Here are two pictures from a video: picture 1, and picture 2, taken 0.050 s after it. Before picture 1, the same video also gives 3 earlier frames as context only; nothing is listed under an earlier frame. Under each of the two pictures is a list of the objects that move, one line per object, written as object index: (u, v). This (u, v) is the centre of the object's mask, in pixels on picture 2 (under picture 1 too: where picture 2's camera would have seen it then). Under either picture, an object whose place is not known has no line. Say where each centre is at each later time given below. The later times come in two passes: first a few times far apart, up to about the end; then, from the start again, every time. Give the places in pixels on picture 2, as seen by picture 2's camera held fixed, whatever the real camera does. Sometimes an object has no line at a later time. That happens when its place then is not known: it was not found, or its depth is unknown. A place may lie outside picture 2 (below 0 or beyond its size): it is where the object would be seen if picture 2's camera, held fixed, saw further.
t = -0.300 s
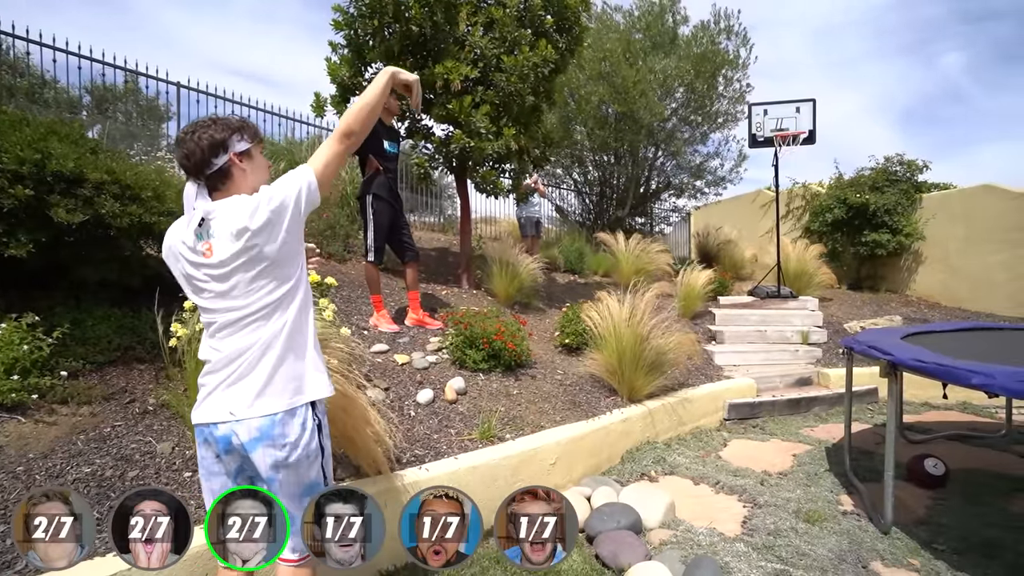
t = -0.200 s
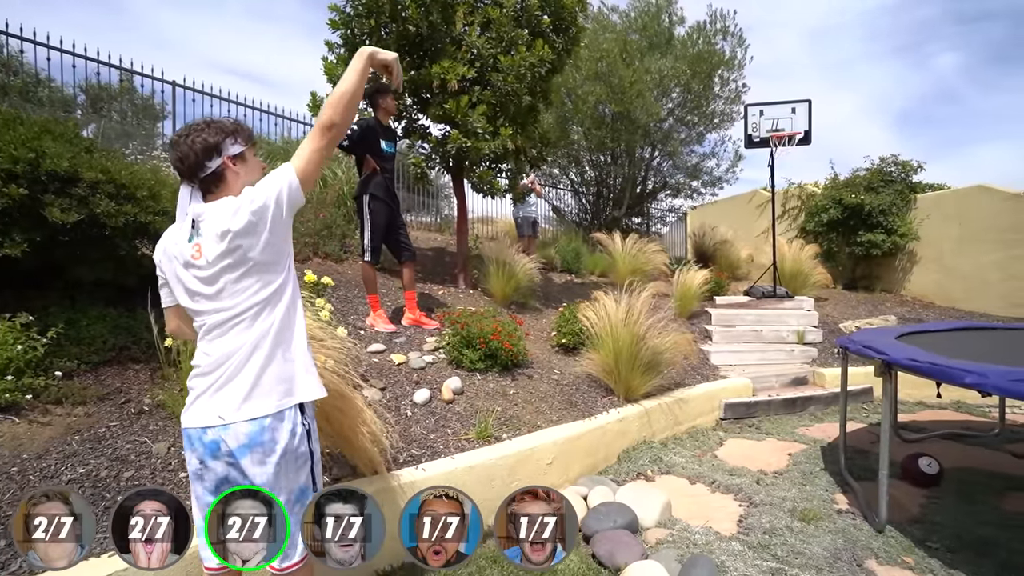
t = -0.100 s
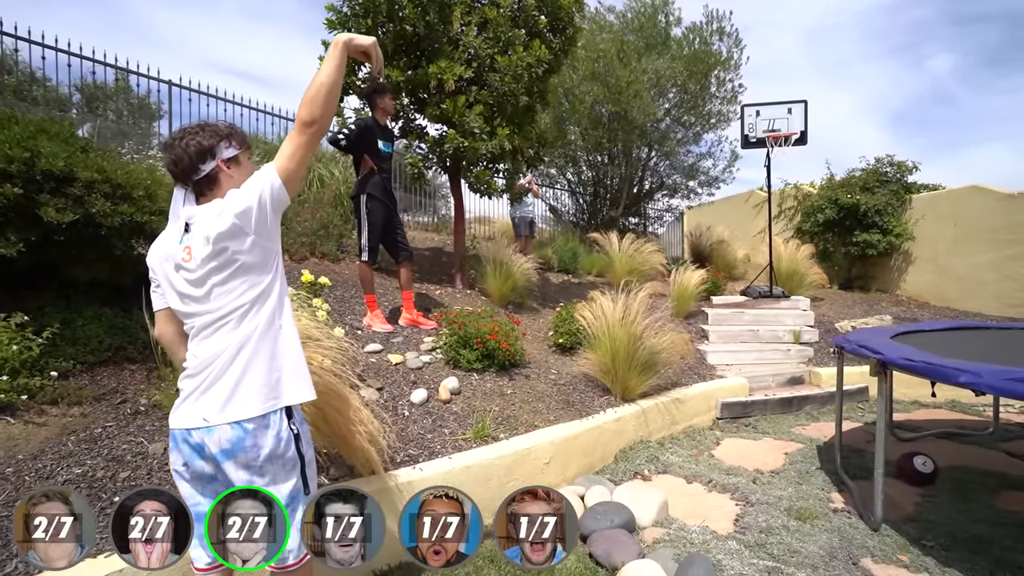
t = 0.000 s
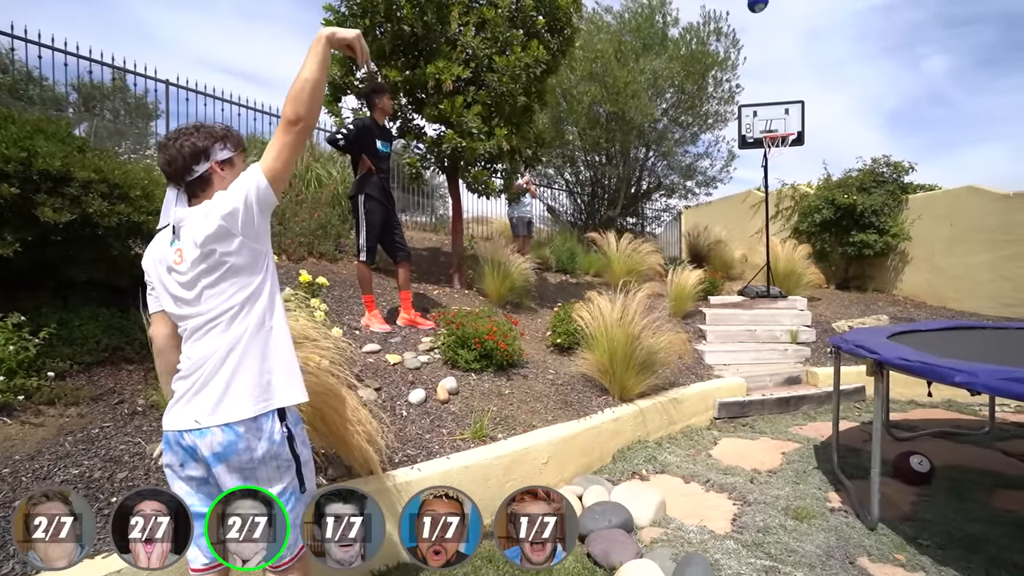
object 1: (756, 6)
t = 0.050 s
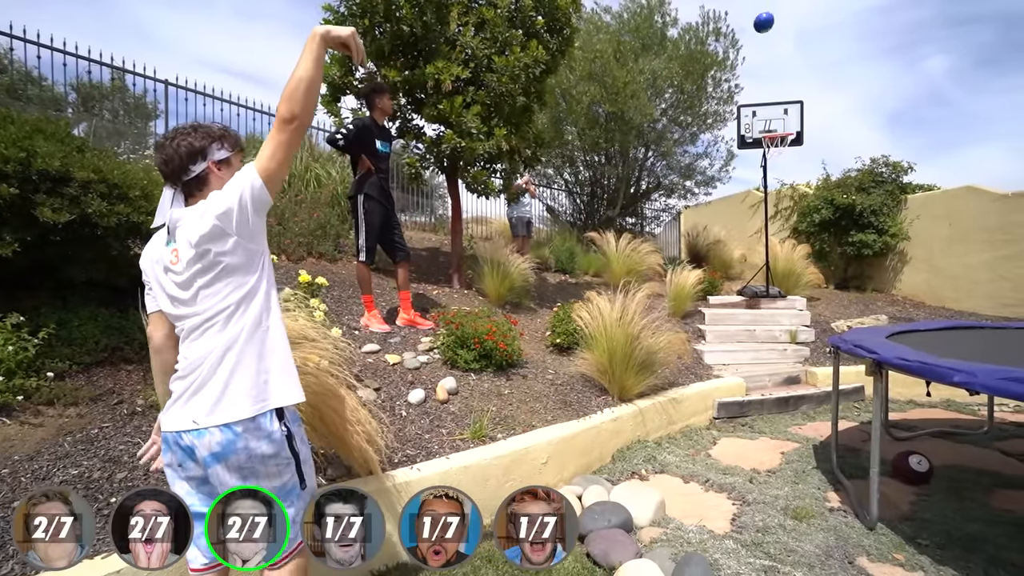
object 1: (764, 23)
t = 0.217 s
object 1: (782, 95)
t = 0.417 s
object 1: (774, 144)
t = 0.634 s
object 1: (763, 164)
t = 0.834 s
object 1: (757, 210)
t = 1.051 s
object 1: (751, 292)
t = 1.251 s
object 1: (748, 253)
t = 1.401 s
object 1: (744, 224)
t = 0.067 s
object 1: (766, 30)
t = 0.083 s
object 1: (768, 37)
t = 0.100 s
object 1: (770, 45)
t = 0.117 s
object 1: (771, 51)
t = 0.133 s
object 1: (773, 59)
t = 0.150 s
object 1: (775, 66)
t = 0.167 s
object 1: (777, 73)
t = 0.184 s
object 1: (779, 81)
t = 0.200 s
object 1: (780, 88)
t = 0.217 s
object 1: (782, 95)
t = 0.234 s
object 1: (784, 104)
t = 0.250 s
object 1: (785, 111)
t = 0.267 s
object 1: (787, 119)
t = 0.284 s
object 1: (788, 126)
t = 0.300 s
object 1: (788, 132)
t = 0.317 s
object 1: (787, 134)
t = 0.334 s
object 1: (785, 136)
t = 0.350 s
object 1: (784, 136)
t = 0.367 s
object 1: (781, 139)
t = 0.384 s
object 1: (778, 139)
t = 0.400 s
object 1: (776, 142)
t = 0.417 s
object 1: (774, 144)
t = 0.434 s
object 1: (773, 145)
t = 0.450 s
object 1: (772, 146)
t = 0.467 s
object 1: (770, 148)
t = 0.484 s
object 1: (768, 149)
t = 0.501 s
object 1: (767, 150)
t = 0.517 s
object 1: (766, 152)
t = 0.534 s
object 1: (765, 153)
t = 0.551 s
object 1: (765, 154)
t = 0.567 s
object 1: (764, 156)
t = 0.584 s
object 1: (764, 158)
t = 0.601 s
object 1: (764, 159)
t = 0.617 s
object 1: (763, 162)
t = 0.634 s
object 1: (763, 164)
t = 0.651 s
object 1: (762, 166)
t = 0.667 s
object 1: (762, 171)
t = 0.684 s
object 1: (762, 173)
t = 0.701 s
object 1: (761, 176)
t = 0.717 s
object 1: (761, 180)
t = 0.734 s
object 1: (761, 184)
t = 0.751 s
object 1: (760, 188)
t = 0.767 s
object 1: (759, 192)
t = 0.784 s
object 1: (758, 195)
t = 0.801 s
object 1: (758, 200)
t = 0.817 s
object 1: (757, 205)
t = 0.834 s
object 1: (757, 210)
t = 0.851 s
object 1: (757, 215)
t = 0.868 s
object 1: (756, 220)
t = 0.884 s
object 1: (755, 226)
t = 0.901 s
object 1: (755, 232)
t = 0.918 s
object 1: (755, 238)
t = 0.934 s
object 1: (755, 244)
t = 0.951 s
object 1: (754, 250)
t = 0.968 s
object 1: (754, 257)
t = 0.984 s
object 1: (753, 263)
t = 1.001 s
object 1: (753, 271)
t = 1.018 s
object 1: (753, 278)
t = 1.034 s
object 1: (753, 285)
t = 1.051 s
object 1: (751, 292)
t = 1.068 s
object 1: (752, 301)
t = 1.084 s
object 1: (751, 306)
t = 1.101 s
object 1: (751, 299)
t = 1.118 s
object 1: (750, 293)
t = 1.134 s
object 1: (749, 288)
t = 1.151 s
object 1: (750, 282)
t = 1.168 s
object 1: (750, 277)
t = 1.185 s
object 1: (749, 272)
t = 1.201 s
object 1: (749, 267)
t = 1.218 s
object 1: (749, 262)
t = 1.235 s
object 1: (748, 258)
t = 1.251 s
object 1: (748, 253)
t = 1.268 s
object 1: (747, 249)
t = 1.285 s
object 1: (747, 245)
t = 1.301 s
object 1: (747, 242)
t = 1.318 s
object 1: (746, 238)
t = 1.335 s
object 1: (746, 235)
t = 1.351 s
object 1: (746, 232)
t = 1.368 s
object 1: (745, 229)
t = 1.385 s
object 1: (745, 226)
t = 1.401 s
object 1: (744, 224)
